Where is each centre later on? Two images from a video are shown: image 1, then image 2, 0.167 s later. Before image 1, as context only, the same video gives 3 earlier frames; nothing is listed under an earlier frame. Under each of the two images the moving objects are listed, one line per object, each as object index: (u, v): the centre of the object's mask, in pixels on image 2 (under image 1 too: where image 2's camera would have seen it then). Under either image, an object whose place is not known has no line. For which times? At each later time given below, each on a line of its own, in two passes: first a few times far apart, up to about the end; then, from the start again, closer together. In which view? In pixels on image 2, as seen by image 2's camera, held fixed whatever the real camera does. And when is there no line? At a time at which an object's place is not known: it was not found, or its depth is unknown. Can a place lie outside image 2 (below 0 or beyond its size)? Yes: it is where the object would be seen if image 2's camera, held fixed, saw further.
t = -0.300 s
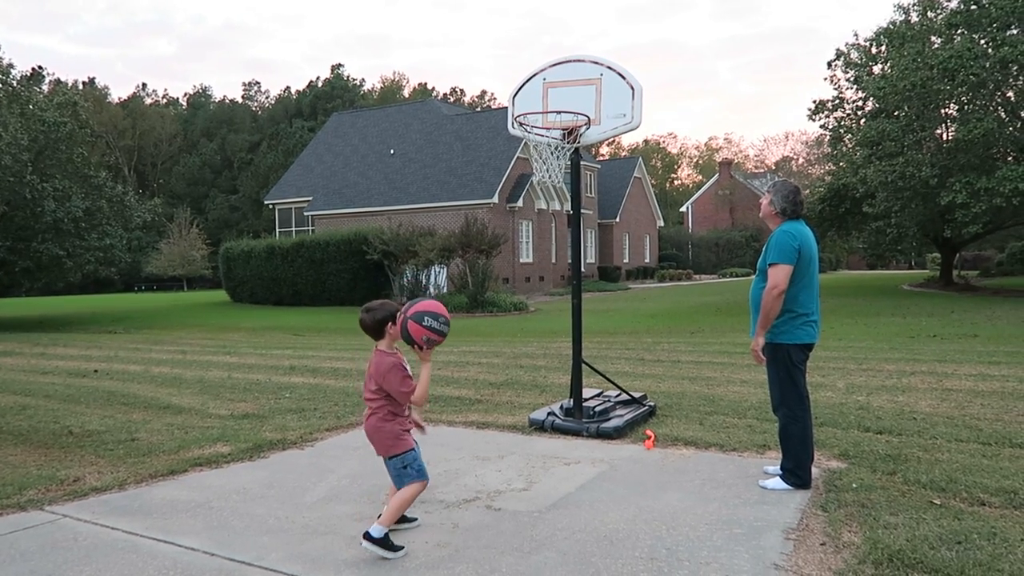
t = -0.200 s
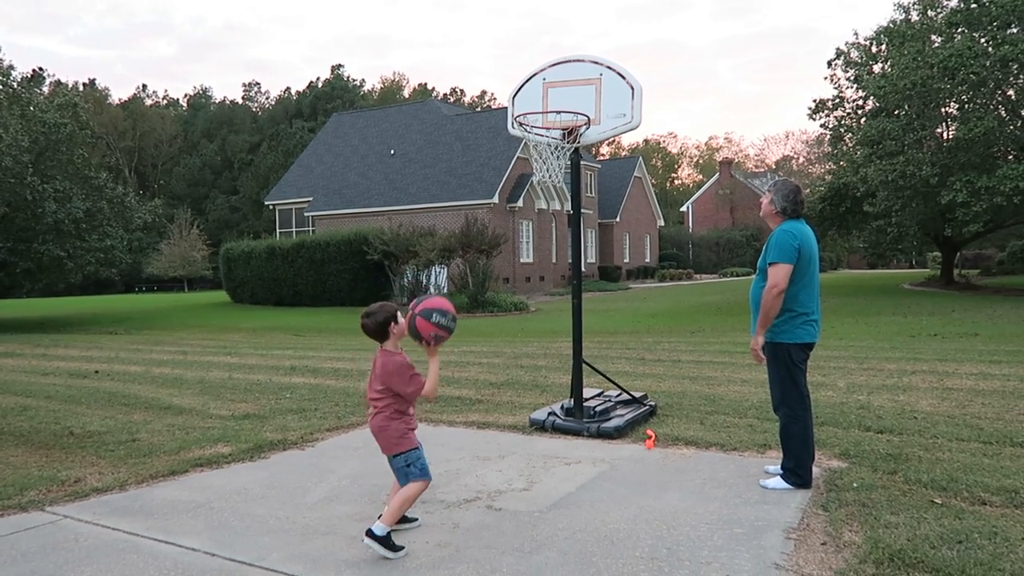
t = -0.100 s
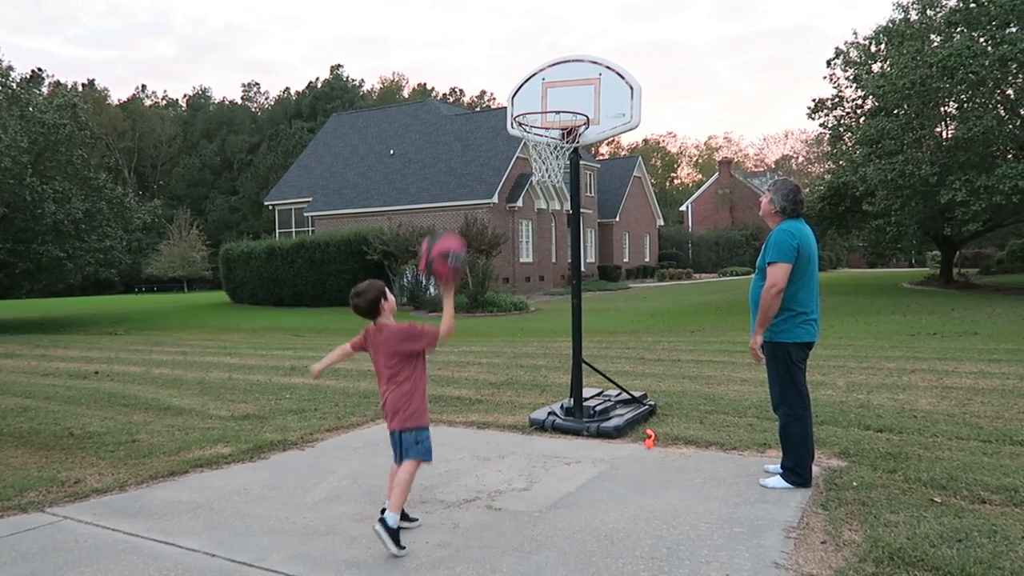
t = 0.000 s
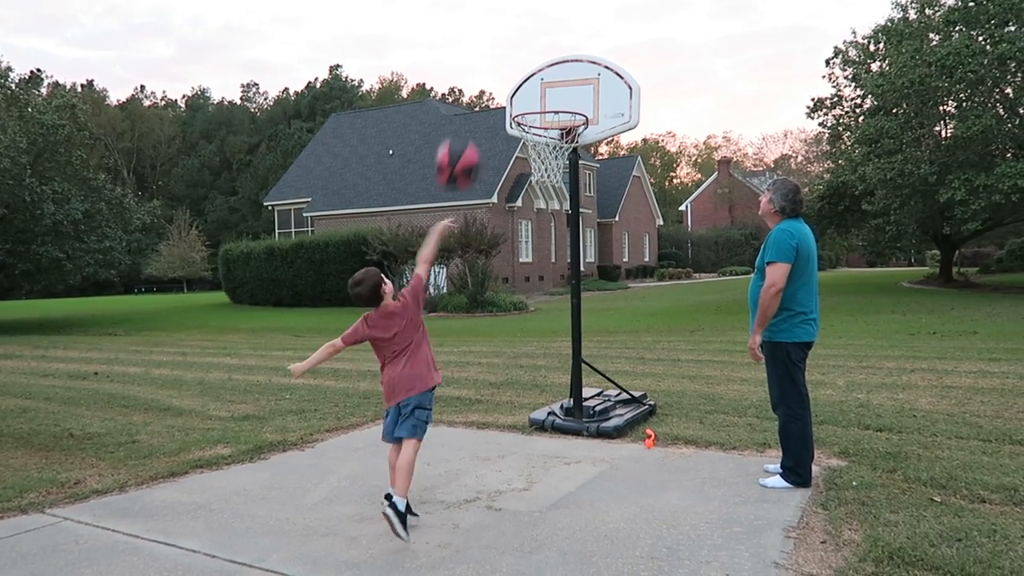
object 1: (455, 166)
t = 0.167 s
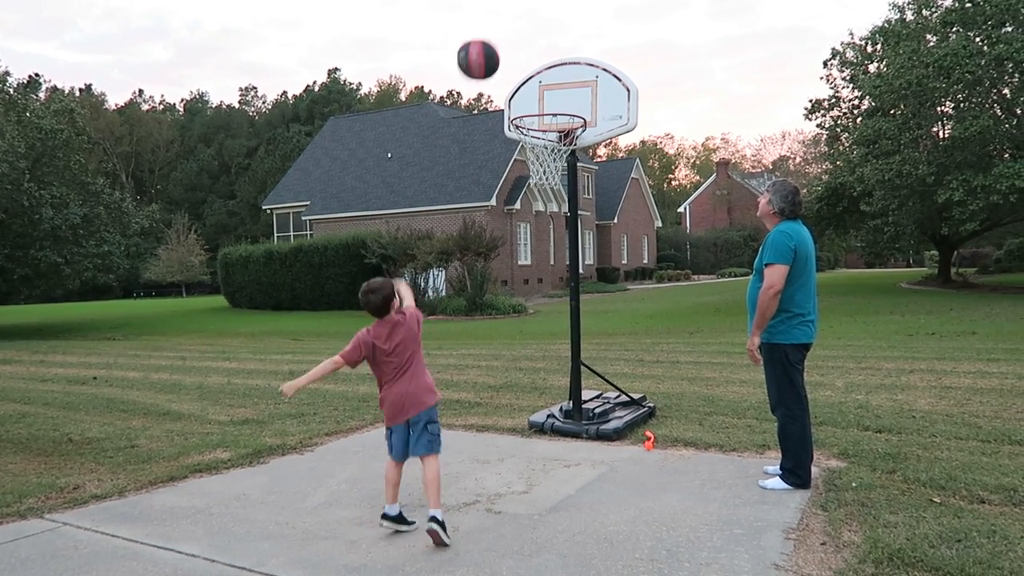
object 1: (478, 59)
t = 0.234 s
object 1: (486, 34)
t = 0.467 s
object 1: (513, 13)
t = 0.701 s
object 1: (538, 70)
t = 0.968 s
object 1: (535, 90)
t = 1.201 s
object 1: (522, 113)
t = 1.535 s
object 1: (502, 335)
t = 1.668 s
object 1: (495, 512)
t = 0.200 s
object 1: (482, 46)
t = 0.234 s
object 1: (486, 34)
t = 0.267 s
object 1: (490, 26)
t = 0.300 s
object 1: (494, 19)
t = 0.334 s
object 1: (499, 15)
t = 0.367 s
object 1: (502, 13)
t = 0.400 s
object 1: (506, 13)
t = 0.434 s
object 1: (510, 12)
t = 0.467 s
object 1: (513, 13)
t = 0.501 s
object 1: (517, 16)
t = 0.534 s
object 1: (521, 22)
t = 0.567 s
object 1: (524, 28)
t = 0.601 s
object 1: (528, 37)
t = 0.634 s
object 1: (531, 47)
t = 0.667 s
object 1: (534, 58)
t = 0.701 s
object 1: (538, 70)
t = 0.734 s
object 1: (541, 84)
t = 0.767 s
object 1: (544, 99)
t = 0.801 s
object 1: (545, 114)
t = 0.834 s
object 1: (543, 112)
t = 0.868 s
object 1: (541, 104)
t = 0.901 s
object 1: (539, 98)
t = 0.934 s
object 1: (537, 94)
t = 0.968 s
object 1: (535, 90)
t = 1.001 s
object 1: (534, 89)
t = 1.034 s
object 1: (531, 88)
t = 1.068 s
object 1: (529, 90)
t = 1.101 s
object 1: (527, 93)
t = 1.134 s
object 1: (526, 97)
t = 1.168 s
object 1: (524, 104)
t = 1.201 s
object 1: (522, 113)
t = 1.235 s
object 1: (519, 124)
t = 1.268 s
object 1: (518, 138)
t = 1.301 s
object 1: (516, 153)
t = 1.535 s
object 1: (502, 335)
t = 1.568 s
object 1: (501, 374)
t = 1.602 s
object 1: (500, 414)
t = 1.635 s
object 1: (497, 461)
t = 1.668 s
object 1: (495, 512)
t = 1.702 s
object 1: (490, 494)
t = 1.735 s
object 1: (484, 472)
